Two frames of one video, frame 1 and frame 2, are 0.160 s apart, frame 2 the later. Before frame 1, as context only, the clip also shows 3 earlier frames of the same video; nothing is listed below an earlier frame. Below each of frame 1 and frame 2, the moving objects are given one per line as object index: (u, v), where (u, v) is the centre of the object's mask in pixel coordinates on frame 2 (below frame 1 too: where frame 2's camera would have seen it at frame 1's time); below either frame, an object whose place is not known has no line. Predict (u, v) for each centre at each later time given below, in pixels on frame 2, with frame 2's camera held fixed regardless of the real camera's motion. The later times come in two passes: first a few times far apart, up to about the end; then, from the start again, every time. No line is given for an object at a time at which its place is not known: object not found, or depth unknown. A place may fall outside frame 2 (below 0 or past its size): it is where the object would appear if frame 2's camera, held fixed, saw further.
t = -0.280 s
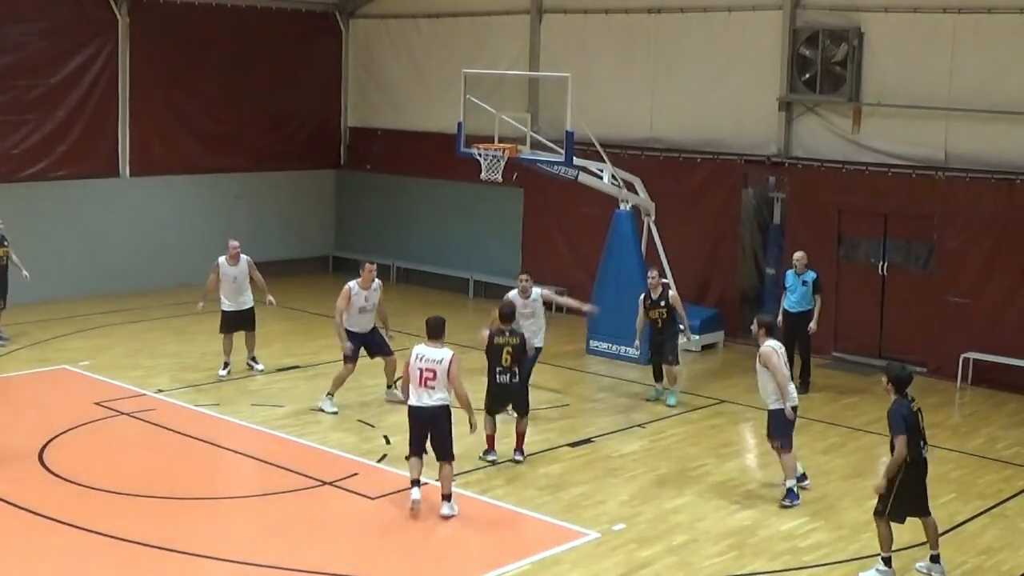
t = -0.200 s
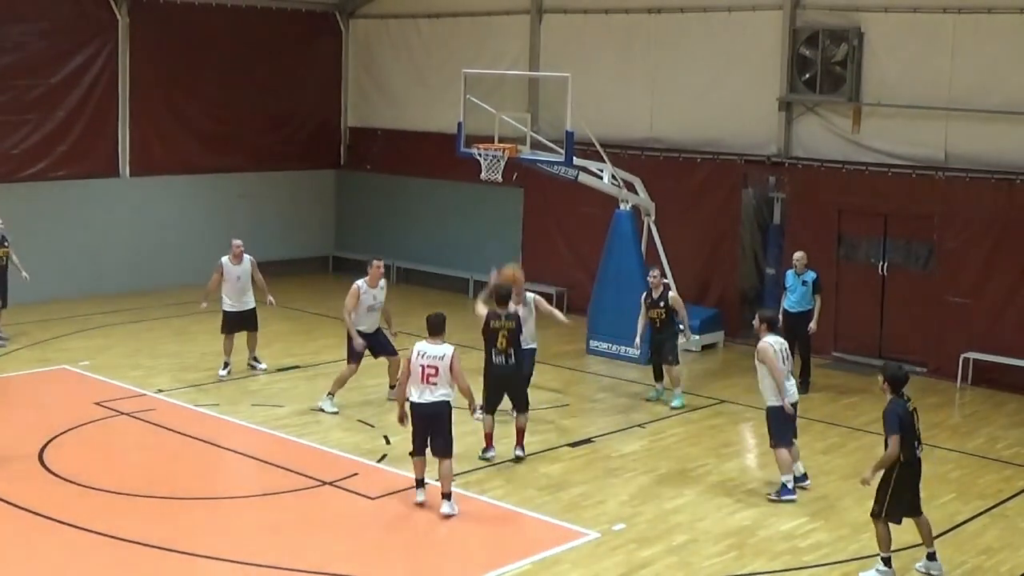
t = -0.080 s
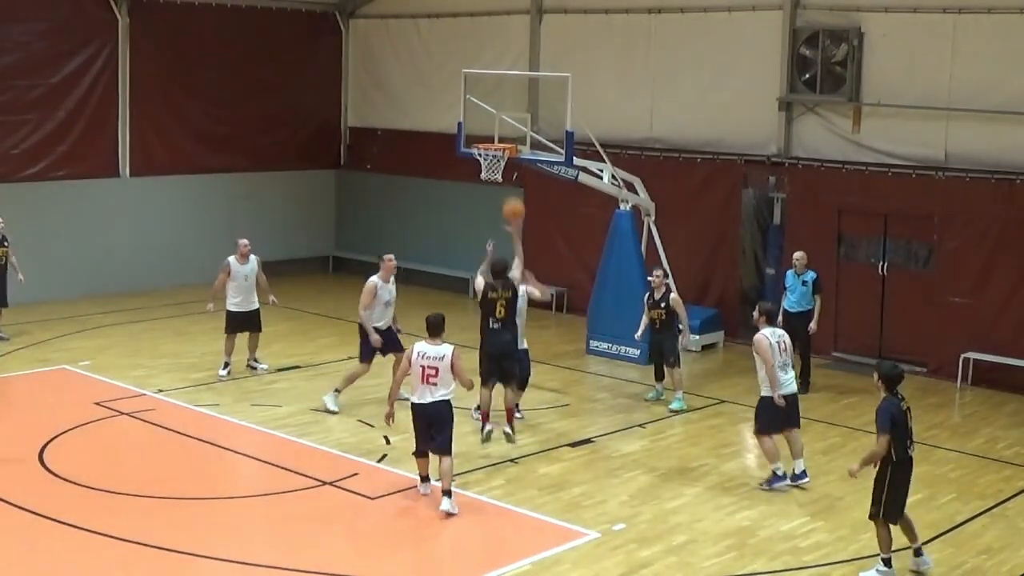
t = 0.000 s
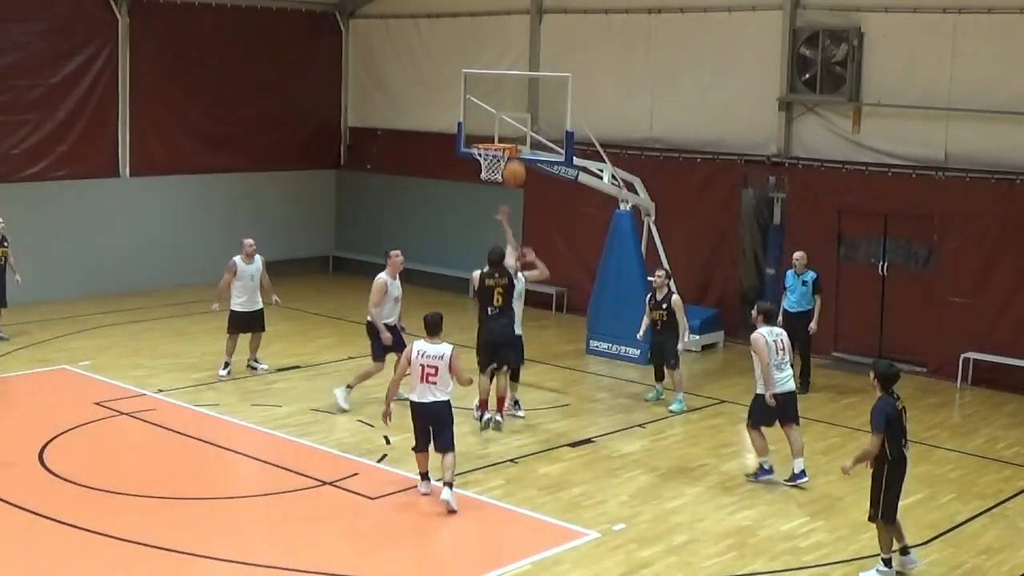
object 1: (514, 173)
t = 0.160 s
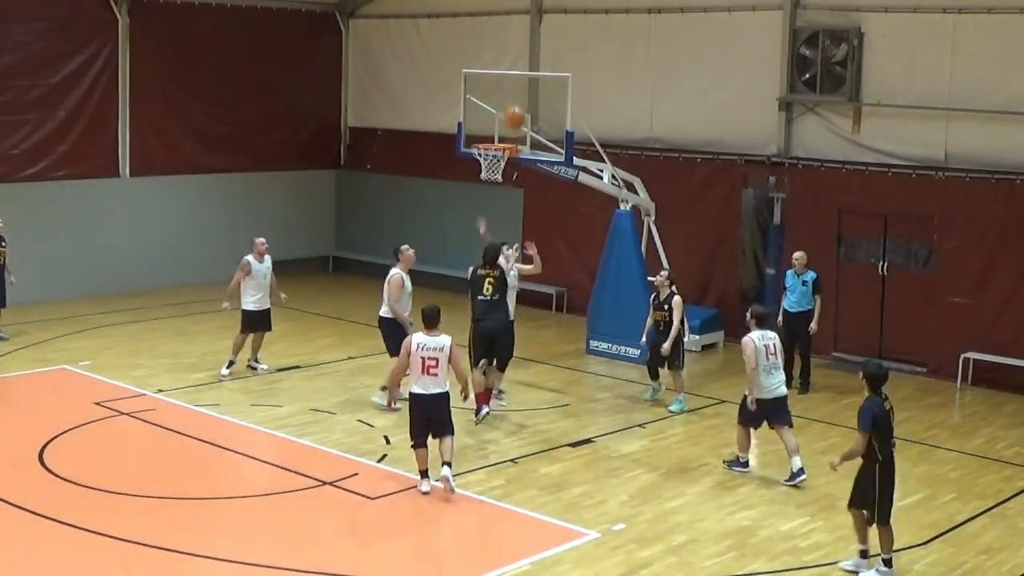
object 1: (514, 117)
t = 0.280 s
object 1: (514, 93)
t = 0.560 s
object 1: (510, 89)
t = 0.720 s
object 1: (509, 114)
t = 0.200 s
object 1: (514, 108)
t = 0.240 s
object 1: (514, 100)
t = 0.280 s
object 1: (514, 93)
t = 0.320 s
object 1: (513, 89)
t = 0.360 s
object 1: (512, 85)
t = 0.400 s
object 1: (513, 83)
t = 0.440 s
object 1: (512, 83)
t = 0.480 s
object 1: (511, 83)
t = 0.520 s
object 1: (511, 85)
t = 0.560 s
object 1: (510, 89)
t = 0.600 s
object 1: (510, 93)
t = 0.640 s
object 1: (509, 99)
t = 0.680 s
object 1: (509, 105)
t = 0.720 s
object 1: (509, 114)
